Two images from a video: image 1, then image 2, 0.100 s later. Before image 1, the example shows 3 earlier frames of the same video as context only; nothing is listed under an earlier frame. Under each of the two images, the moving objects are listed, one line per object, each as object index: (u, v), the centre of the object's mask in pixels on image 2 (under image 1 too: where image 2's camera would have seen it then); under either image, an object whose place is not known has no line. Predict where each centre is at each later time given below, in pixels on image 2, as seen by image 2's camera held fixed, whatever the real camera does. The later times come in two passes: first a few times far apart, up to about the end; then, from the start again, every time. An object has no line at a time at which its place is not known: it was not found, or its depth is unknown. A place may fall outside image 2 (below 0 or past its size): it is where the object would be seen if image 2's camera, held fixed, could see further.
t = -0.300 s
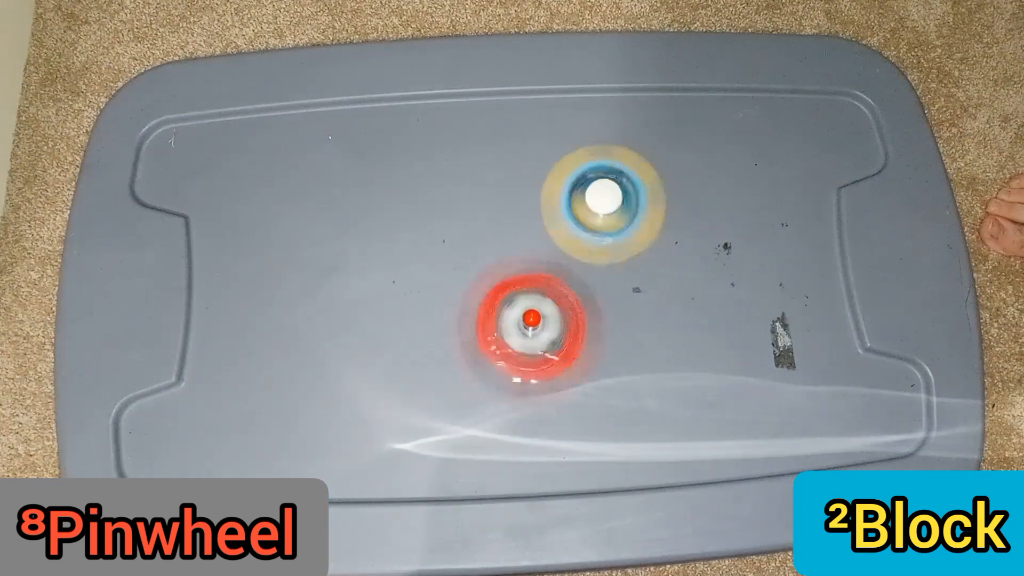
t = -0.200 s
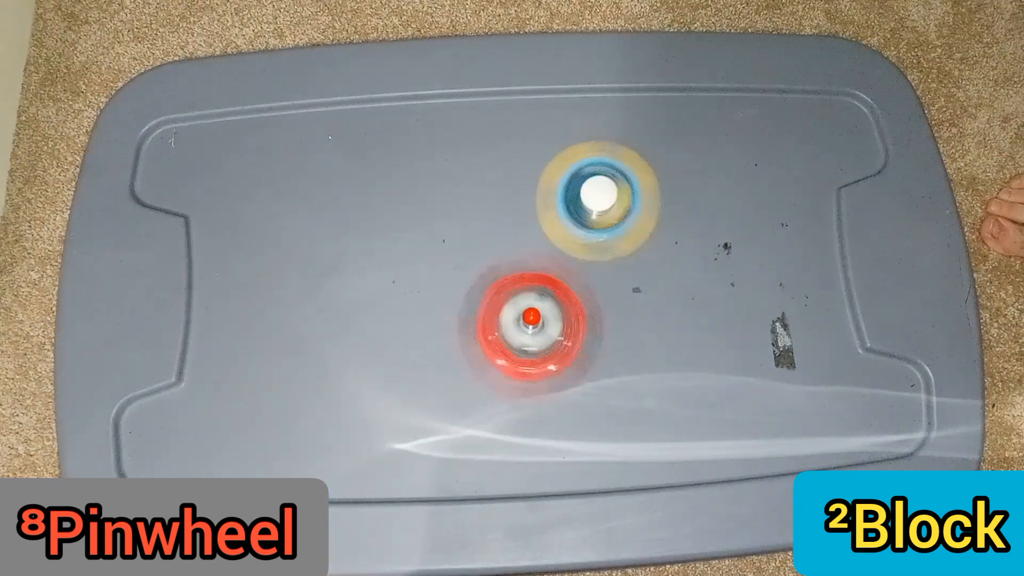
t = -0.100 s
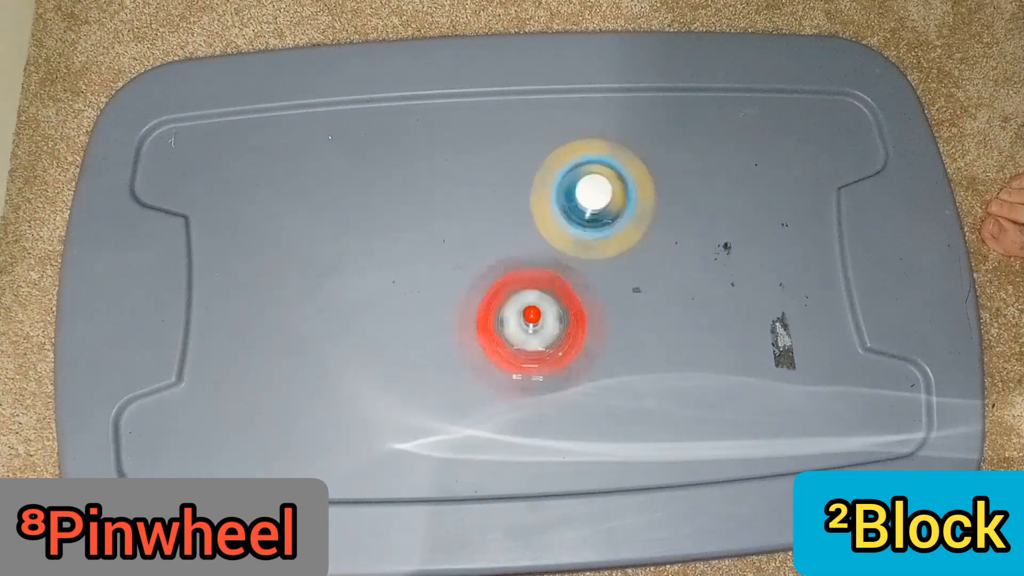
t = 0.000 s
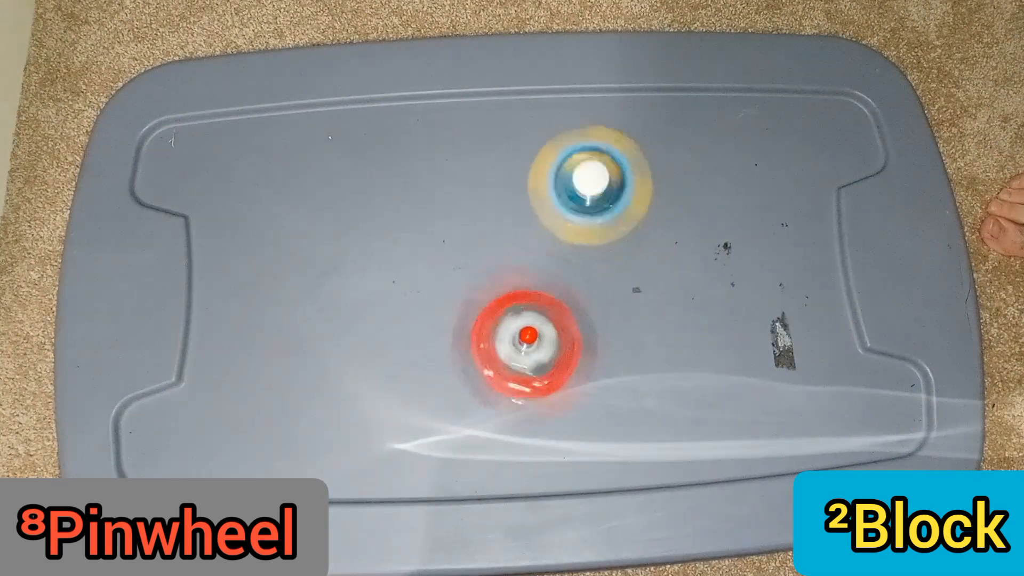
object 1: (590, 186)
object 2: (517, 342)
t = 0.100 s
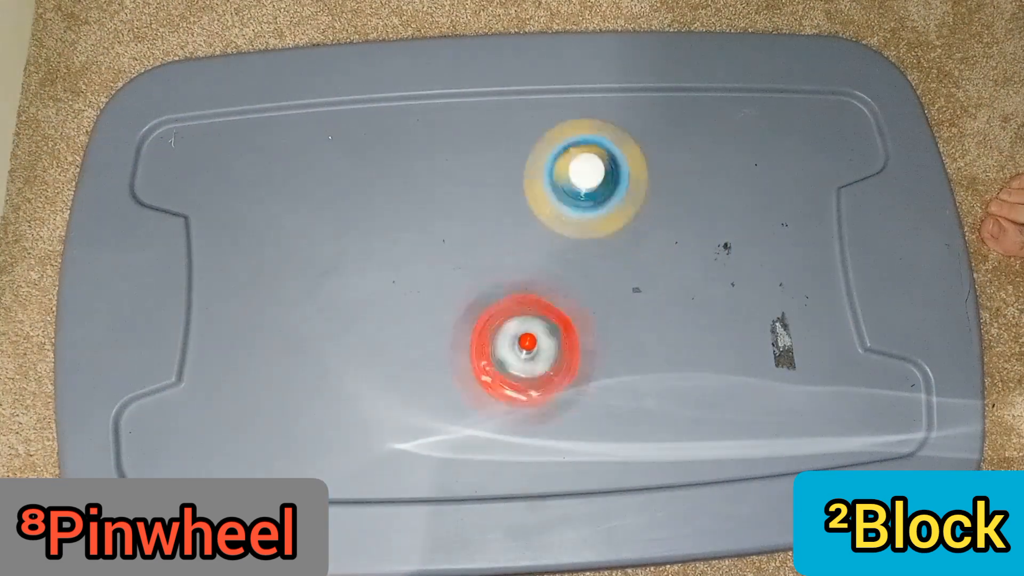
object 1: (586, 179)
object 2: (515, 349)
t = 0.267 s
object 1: (577, 172)
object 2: (513, 352)
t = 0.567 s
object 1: (558, 173)
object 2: (503, 348)
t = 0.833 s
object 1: (536, 181)
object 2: (503, 338)
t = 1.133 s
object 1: (520, 184)
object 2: (512, 333)
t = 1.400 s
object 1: (504, 194)
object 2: (520, 336)
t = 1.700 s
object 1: (491, 200)
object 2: (525, 339)
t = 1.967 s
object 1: (477, 211)
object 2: (531, 341)
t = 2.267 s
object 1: (465, 217)
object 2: (531, 339)
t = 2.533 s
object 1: (449, 219)
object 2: (541, 337)
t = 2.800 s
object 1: (446, 218)
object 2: (537, 341)
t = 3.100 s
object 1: (448, 231)
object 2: (544, 338)
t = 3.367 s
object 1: (438, 228)
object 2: (561, 342)
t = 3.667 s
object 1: (444, 233)
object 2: (561, 339)
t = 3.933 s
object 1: (445, 243)
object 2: (562, 337)
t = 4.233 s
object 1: (444, 253)
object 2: (562, 336)
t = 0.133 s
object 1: (584, 177)
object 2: (517, 349)
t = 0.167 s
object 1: (582, 175)
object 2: (514, 352)
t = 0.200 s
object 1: (580, 174)
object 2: (514, 352)
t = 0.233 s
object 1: (579, 173)
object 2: (513, 353)
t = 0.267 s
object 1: (577, 172)
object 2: (513, 352)
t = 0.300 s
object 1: (575, 171)
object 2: (510, 353)
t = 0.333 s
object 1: (573, 170)
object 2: (510, 353)
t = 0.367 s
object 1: (571, 170)
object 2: (509, 352)
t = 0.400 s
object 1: (569, 170)
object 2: (509, 353)
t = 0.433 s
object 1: (567, 170)
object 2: (506, 351)
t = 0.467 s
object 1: (565, 171)
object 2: (507, 350)
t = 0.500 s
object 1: (562, 171)
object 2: (505, 350)
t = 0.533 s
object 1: (560, 172)
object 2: (505, 349)
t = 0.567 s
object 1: (558, 173)
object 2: (503, 348)
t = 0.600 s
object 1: (556, 174)
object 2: (503, 346)
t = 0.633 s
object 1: (553, 175)
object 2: (502, 346)
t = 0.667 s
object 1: (551, 176)
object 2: (503, 344)
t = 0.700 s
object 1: (548, 178)
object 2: (501, 344)
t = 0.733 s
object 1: (545, 179)
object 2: (501, 343)
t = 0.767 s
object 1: (542, 180)
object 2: (502, 341)
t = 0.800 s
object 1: (539, 181)
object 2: (503, 340)
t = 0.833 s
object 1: (536, 181)
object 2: (503, 338)
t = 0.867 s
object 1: (534, 181)
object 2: (503, 338)
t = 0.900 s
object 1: (532, 180)
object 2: (505, 337)
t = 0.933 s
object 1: (530, 180)
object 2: (505, 336)
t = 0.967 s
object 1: (529, 180)
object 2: (507, 336)
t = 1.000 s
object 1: (527, 181)
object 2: (508, 334)
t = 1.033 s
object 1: (525, 181)
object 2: (509, 334)
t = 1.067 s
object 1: (523, 182)
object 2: (509, 334)
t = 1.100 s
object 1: (521, 183)
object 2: (512, 333)
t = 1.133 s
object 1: (520, 184)
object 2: (512, 333)
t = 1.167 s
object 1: (518, 185)
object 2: (514, 333)
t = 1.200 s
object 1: (516, 187)
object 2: (515, 333)
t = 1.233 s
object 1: (514, 189)
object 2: (516, 334)
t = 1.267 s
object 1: (512, 190)
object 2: (517, 334)
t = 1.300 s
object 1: (510, 192)
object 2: (517, 336)
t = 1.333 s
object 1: (508, 193)
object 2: (519, 335)
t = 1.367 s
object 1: (506, 193)
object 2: (518, 336)
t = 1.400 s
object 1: (504, 194)
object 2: (520, 336)
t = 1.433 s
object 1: (502, 194)
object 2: (520, 336)
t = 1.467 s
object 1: (501, 194)
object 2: (521, 338)
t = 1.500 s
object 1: (499, 194)
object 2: (522, 336)
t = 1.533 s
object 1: (498, 195)
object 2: (522, 338)
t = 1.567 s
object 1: (496, 196)
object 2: (523, 337)
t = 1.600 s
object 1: (495, 197)
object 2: (522, 338)
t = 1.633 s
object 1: (493, 198)
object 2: (523, 338)
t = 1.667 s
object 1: (492, 199)
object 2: (524, 338)
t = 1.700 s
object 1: (491, 200)
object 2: (525, 339)
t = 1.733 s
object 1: (489, 201)
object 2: (525, 338)
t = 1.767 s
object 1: (488, 203)
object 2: (525, 340)
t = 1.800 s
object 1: (486, 204)
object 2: (525, 338)
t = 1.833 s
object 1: (485, 206)
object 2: (526, 339)
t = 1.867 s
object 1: (483, 208)
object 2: (526, 339)
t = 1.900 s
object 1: (482, 209)
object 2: (527, 338)
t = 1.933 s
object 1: (479, 210)
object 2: (529, 339)
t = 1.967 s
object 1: (477, 211)
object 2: (531, 341)
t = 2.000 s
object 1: (475, 211)
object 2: (529, 338)
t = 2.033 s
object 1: (474, 211)
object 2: (530, 339)
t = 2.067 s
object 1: (472, 212)
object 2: (531, 340)
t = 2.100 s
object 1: (471, 213)
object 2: (529, 338)
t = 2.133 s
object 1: (469, 213)
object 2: (531, 340)
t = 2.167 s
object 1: (468, 214)
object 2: (531, 340)
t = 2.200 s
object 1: (467, 214)
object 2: (530, 339)
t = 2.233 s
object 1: (466, 216)
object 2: (531, 340)
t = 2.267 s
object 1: (465, 217)
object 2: (531, 339)
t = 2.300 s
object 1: (464, 218)
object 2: (530, 339)
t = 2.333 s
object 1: (463, 219)
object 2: (531, 339)
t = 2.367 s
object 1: (462, 221)
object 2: (533, 338)
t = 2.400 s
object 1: (460, 222)
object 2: (532, 336)
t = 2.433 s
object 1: (458, 222)
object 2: (534, 338)
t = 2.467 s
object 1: (453, 221)
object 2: (540, 333)
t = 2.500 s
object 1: (451, 220)
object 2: (543, 336)
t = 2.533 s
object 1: (449, 219)
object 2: (541, 337)
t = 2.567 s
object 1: (448, 218)
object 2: (542, 340)
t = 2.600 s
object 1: (447, 218)
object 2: (546, 339)
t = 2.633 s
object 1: (447, 218)
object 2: (539, 339)
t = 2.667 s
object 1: (447, 217)
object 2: (541, 340)
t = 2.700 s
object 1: (446, 217)
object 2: (541, 343)
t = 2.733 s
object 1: (446, 217)
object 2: (542, 344)
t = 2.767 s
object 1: (446, 218)
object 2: (539, 340)
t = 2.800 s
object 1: (446, 218)
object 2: (537, 341)
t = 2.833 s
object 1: (445, 219)
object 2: (543, 343)
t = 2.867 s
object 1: (446, 220)
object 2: (541, 341)
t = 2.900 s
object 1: (446, 221)
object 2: (544, 341)
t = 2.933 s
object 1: (446, 222)
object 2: (541, 343)
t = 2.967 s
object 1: (447, 223)
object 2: (537, 339)
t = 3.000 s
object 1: (447, 225)
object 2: (542, 338)
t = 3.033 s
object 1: (448, 227)
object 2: (544, 337)
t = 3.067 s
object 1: (448, 229)
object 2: (541, 341)
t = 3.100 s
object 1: (448, 231)
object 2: (544, 338)
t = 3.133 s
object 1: (446, 231)
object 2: (546, 339)
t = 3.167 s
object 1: (441, 231)
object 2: (553, 340)
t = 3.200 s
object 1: (437, 230)
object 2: (559, 342)
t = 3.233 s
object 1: (437, 229)
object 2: (563, 342)
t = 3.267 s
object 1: (438, 228)
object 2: (562, 342)
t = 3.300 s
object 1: (437, 228)
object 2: (562, 343)
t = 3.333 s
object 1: (437, 227)
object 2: (561, 342)
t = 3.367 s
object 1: (438, 228)
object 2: (561, 342)
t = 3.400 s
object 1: (439, 228)
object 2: (561, 343)
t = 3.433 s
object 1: (440, 227)
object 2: (560, 342)
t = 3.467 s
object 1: (440, 227)
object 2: (561, 342)
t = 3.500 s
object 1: (440, 229)
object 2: (562, 341)
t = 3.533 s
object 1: (441, 230)
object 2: (562, 342)
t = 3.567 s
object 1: (442, 230)
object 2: (562, 340)
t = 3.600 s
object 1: (443, 231)
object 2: (561, 340)
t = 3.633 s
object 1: (444, 232)
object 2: (560, 339)
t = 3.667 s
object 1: (444, 233)
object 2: (561, 339)
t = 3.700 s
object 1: (444, 235)
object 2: (560, 340)
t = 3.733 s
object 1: (445, 235)
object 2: (561, 340)
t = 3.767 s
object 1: (445, 236)
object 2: (561, 339)
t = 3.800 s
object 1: (445, 237)
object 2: (561, 339)
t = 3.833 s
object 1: (445, 238)
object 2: (561, 339)
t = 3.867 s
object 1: (445, 240)
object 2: (561, 339)
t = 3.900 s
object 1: (444, 242)
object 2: (562, 337)
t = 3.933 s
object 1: (445, 243)
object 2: (562, 337)
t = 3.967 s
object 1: (445, 244)
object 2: (561, 337)
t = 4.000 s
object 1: (445, 244)
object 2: (561, 337)
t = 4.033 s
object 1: (445, 246)
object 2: (561, 337)
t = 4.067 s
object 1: (445, 247)
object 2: (562, 337)
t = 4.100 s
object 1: (444, 248)
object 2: (562, 337)
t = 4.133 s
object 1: (444, 250)
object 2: (562, 336)
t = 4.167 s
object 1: (444, 251)
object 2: (562, 337)
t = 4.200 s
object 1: (444, 252)
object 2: (562, 336)
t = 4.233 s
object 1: (444, 253)
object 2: (562, 336)
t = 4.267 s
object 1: (444, 255)
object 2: (562, 335)
